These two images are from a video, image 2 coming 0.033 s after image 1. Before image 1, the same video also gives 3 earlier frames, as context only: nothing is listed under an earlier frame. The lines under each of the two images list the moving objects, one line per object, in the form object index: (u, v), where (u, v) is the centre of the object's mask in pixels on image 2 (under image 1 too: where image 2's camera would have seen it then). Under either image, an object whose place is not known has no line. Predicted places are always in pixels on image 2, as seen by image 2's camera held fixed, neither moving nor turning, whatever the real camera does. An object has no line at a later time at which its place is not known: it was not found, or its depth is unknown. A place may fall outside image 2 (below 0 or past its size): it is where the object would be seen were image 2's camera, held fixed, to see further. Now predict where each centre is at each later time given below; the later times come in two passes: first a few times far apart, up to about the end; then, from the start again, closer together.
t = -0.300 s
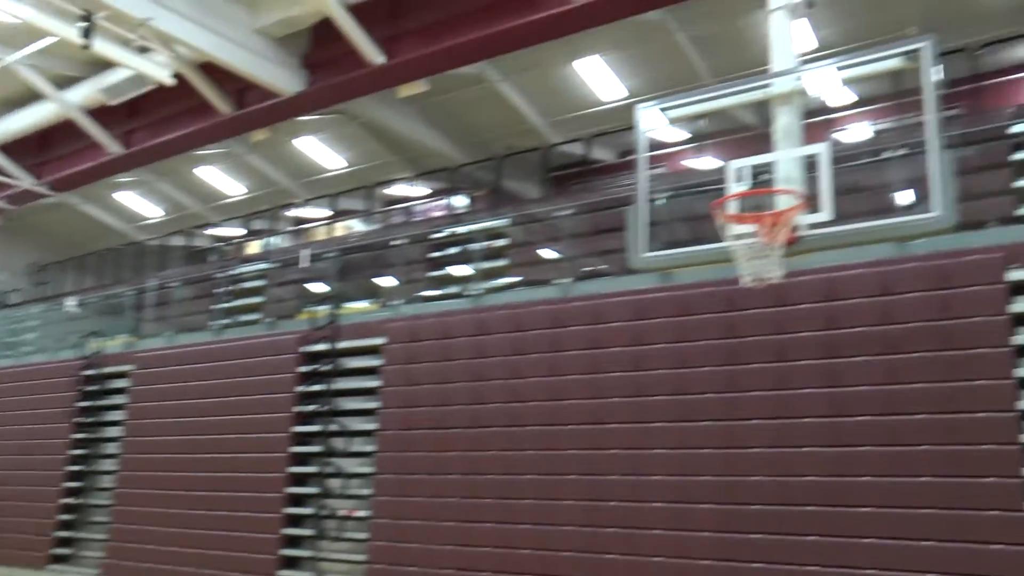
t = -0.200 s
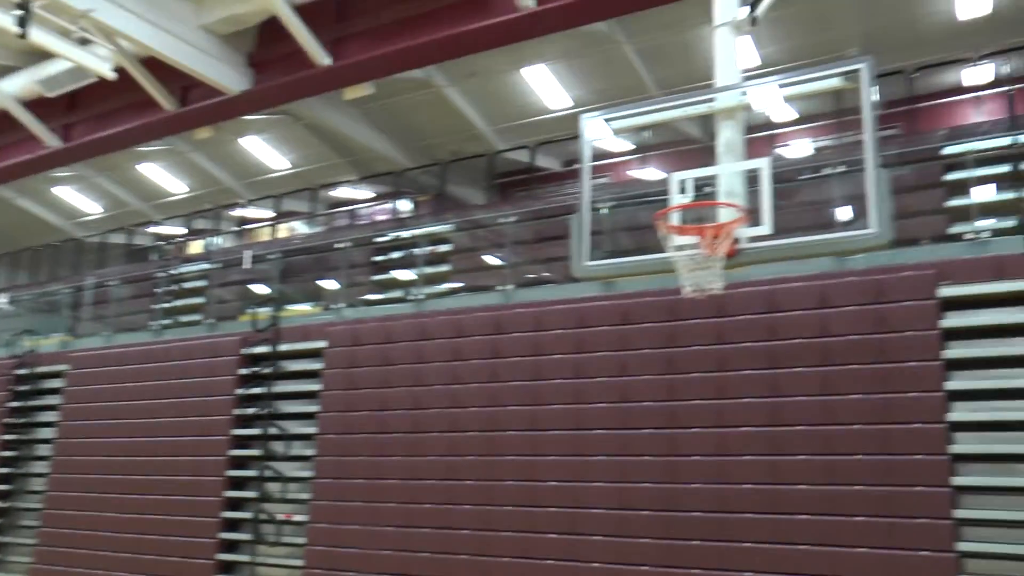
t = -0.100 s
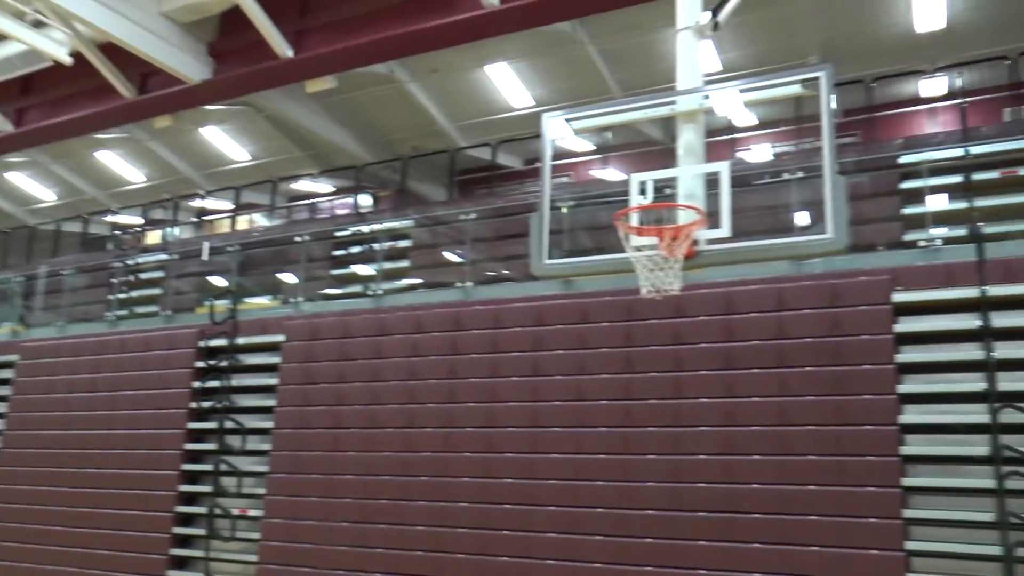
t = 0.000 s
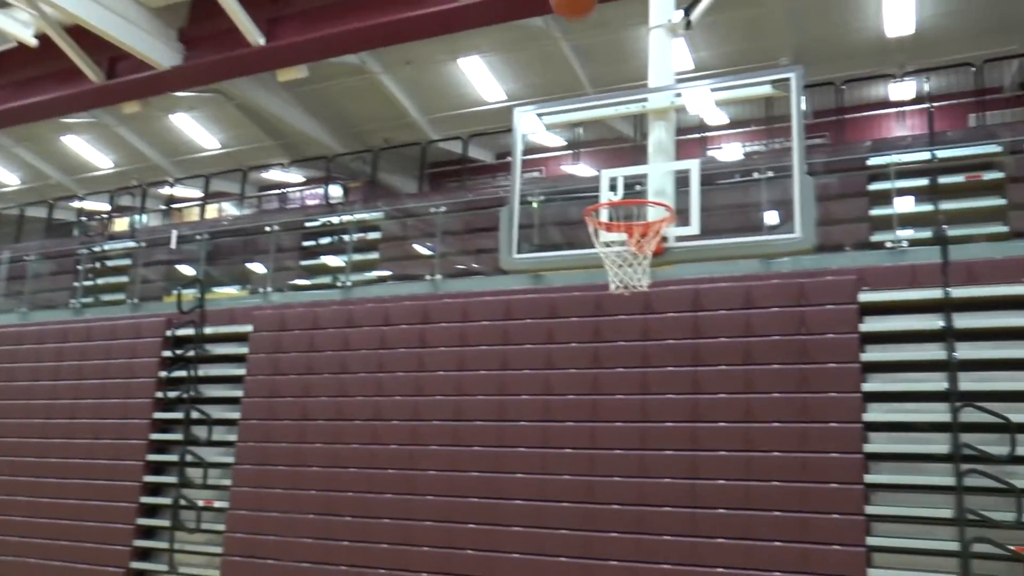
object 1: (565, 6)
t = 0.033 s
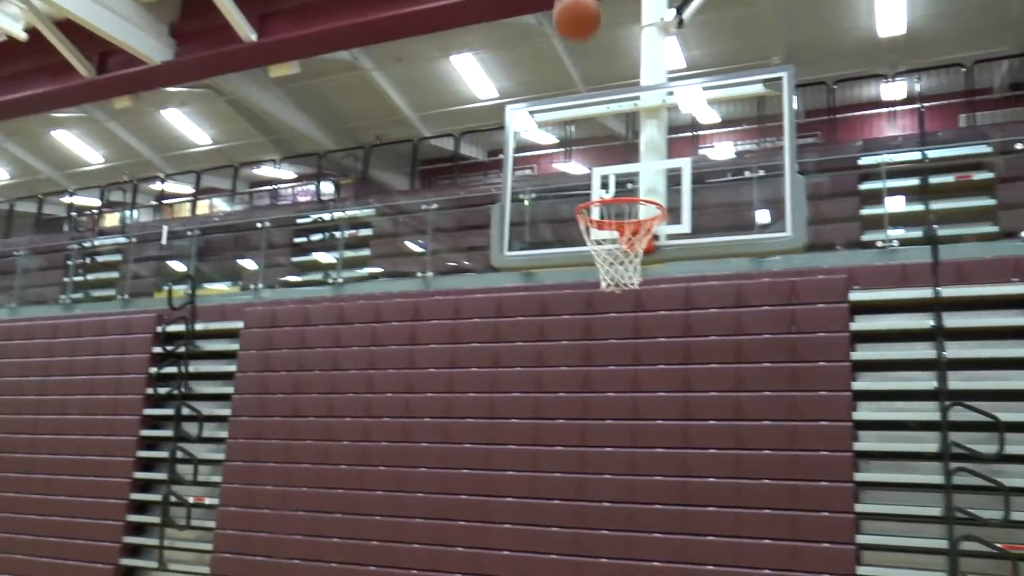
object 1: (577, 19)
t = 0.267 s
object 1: (639, 221)
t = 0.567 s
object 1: (530, 341)
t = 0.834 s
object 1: (432, 579)
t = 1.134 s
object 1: (350, 639)
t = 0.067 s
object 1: (587, 40)
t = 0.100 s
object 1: (597, 67)
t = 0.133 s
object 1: (608, 94)
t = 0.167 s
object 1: (617, 125)
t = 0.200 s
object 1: (626, 153)
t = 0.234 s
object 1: (635, 181)
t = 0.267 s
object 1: (639, 221)
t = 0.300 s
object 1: (625, 231)
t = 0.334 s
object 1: (607, 252)
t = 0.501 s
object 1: (552, 306)
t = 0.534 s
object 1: (541, 322)
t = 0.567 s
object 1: (530, 341)
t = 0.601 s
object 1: (519, 361)
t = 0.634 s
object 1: (507, 386)
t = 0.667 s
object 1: (495, 411)
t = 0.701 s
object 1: (483, 440)
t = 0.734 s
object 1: (471, 471)
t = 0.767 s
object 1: (459, 503)
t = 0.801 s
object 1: (445, 541)
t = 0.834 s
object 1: (432, 579)
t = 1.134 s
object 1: (350, 639)
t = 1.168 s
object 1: (342, 617)
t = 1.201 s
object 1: (336, 596)
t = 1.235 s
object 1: (329, 576)
